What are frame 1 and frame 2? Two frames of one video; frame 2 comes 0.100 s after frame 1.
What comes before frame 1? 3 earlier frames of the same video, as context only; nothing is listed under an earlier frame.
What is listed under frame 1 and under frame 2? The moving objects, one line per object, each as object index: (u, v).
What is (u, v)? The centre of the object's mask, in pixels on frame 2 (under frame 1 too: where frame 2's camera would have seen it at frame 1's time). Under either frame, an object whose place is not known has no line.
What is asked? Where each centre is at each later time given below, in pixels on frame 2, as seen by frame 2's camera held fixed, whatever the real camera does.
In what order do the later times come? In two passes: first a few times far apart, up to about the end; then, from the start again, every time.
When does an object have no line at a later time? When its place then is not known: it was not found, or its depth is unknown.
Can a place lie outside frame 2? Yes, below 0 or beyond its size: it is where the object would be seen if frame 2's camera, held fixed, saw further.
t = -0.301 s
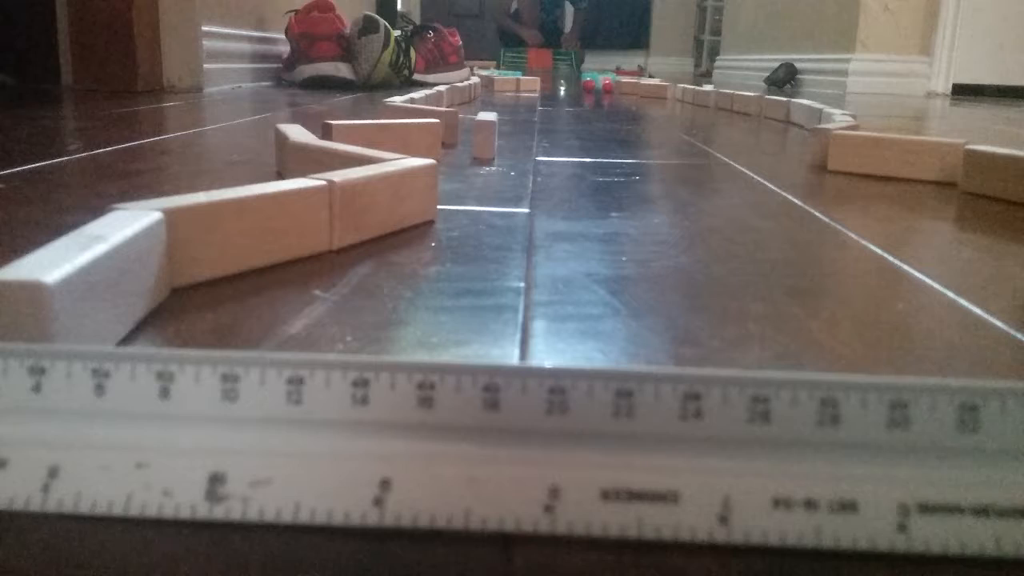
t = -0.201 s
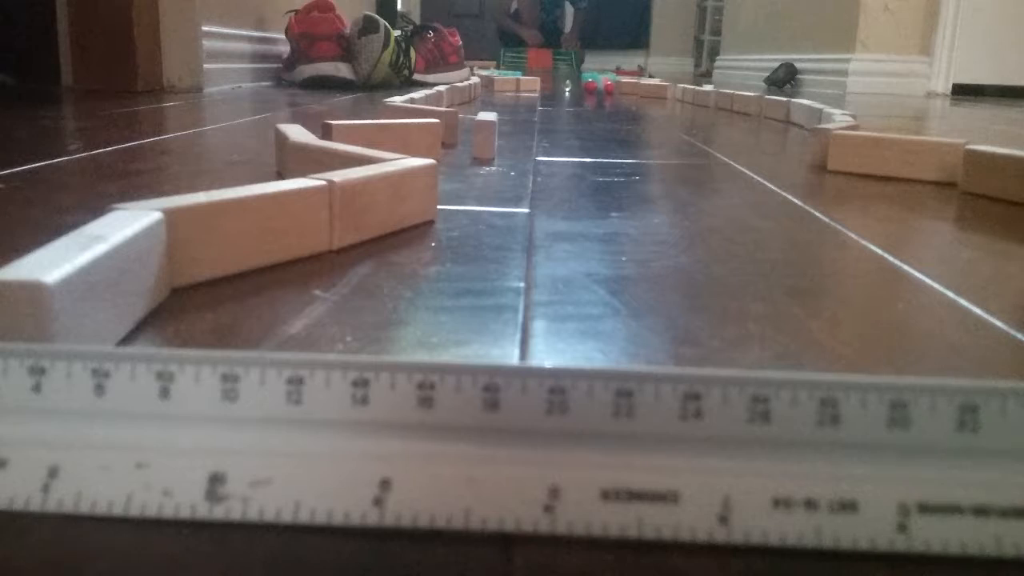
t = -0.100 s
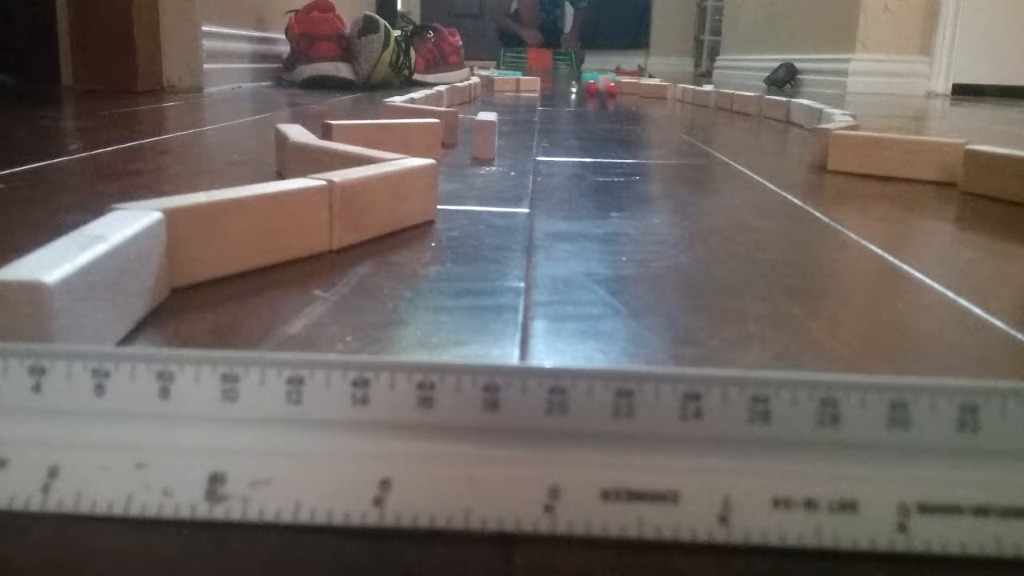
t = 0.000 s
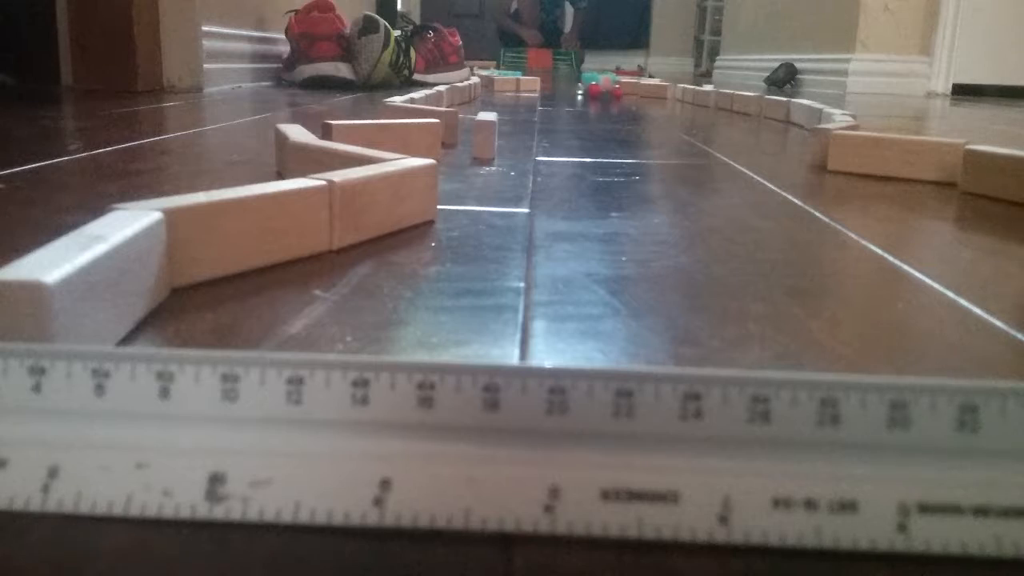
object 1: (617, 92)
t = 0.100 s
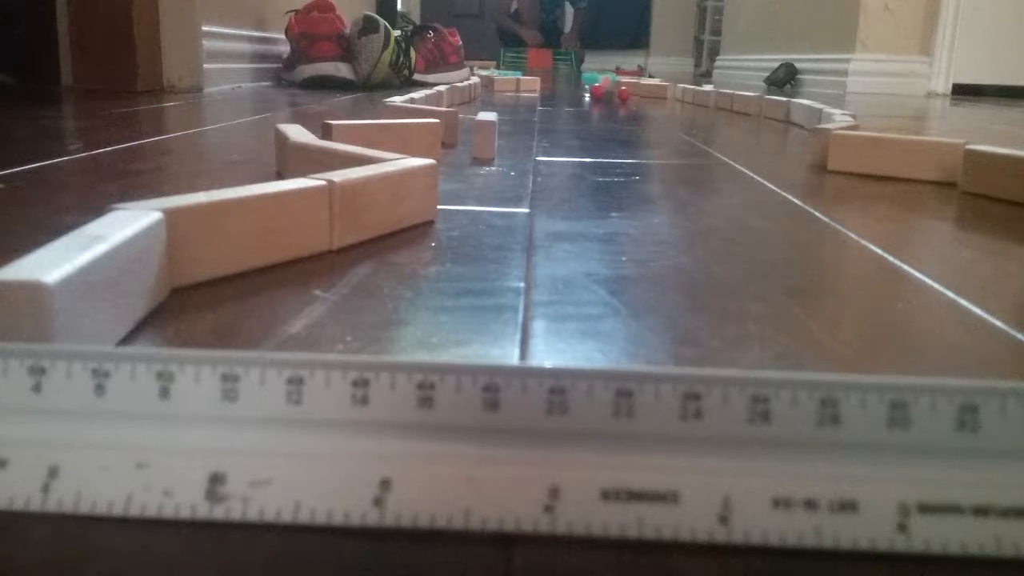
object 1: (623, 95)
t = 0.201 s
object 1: (628, 98)
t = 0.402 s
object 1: (632, 100)
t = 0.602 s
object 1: (636, 109)
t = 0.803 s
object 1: (645, 120)
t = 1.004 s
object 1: (661, 134)
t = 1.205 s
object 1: (686, 159)
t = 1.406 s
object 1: (730, 209)
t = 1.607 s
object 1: (845, 333)
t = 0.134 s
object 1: (625, 96)
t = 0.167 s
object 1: (626, 97)
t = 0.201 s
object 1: (628, 98)
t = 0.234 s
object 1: (629, 99)
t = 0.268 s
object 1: (629, 99)
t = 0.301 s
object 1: (631, 100)
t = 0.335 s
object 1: (631, 101)
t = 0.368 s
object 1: (631, 102)
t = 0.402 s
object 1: (632, 100)
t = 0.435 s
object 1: (633, 101)
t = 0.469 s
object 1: (633, 102)
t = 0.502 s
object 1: (633, 104)
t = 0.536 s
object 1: (635, 105)
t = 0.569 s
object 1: (635, 107)
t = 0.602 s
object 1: (636, 109)
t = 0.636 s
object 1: (638, 111)
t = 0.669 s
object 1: (639, 112)
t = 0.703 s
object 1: (641, 114)
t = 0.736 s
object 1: (643, 116)
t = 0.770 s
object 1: (644, 118)
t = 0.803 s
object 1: (645, 120)
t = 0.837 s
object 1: (647, 122)
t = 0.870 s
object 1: (649, 124)
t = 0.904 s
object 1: (652, 127)
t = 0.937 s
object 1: (655, 129)
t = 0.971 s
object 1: (657, 132)
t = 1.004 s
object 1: (661, 134)
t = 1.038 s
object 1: (665, 138)
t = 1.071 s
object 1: (668, 141)
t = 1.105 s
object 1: (673, 144)
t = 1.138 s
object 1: (676, 149)
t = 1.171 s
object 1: (681, 153)
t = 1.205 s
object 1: (686, 159)
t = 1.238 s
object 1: (691, 166)
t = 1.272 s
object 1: (697, 172)
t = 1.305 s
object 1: (704, 180)
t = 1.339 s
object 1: (711, 189)
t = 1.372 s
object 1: (720, 198)
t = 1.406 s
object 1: (730, 209)
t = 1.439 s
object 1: (743, 223)
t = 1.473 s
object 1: (756, 238)
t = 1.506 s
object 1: (773, 255)
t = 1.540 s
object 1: (791, 276)
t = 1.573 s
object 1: (817, 309)
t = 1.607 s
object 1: (845, 333)
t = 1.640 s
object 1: (879, 351)
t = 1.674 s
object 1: (918, 350)
